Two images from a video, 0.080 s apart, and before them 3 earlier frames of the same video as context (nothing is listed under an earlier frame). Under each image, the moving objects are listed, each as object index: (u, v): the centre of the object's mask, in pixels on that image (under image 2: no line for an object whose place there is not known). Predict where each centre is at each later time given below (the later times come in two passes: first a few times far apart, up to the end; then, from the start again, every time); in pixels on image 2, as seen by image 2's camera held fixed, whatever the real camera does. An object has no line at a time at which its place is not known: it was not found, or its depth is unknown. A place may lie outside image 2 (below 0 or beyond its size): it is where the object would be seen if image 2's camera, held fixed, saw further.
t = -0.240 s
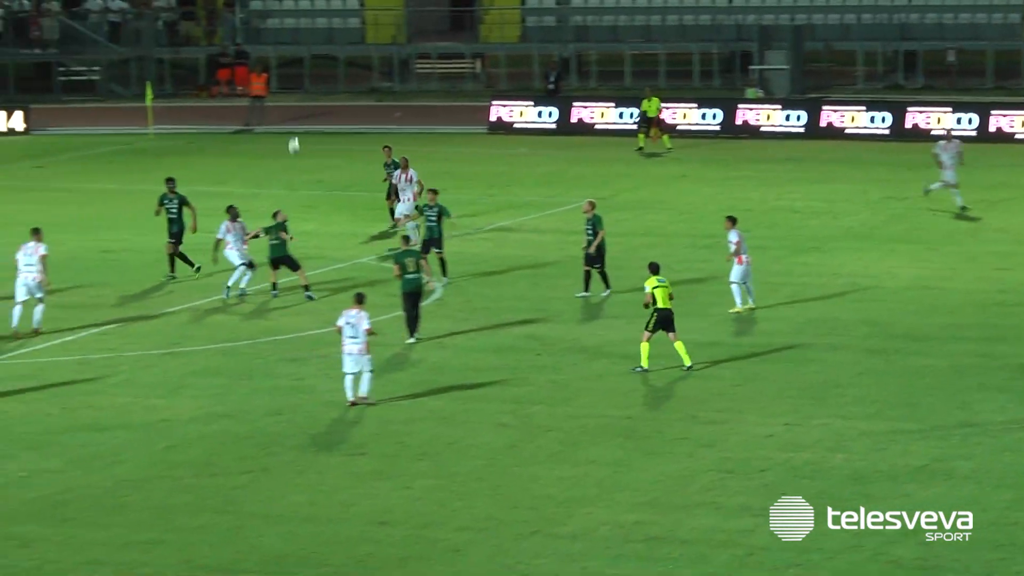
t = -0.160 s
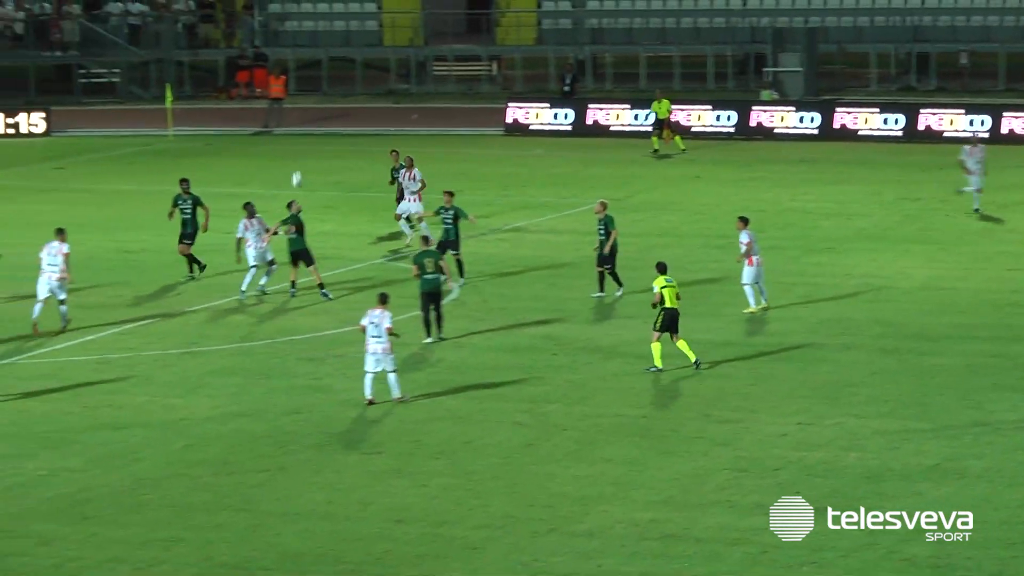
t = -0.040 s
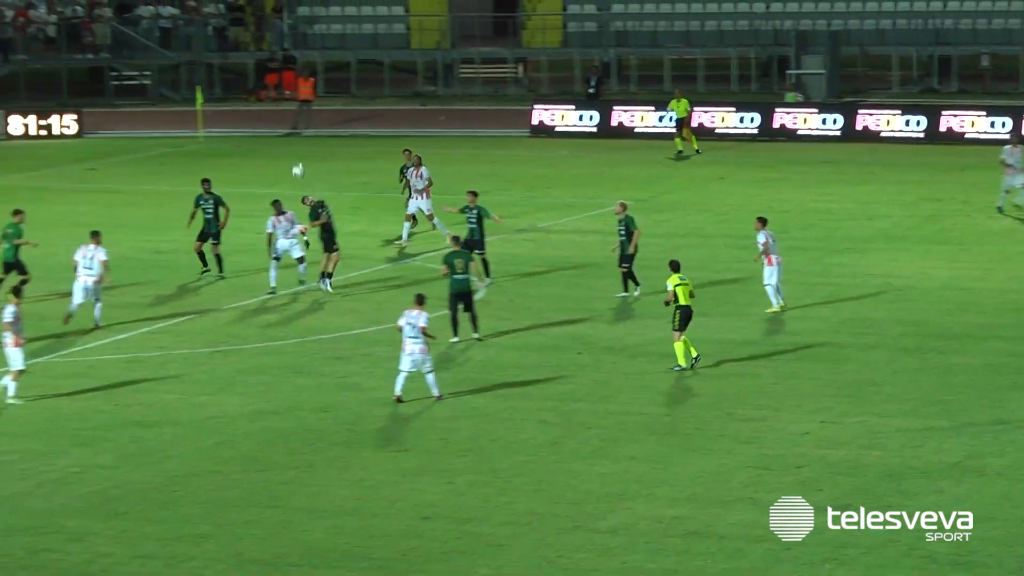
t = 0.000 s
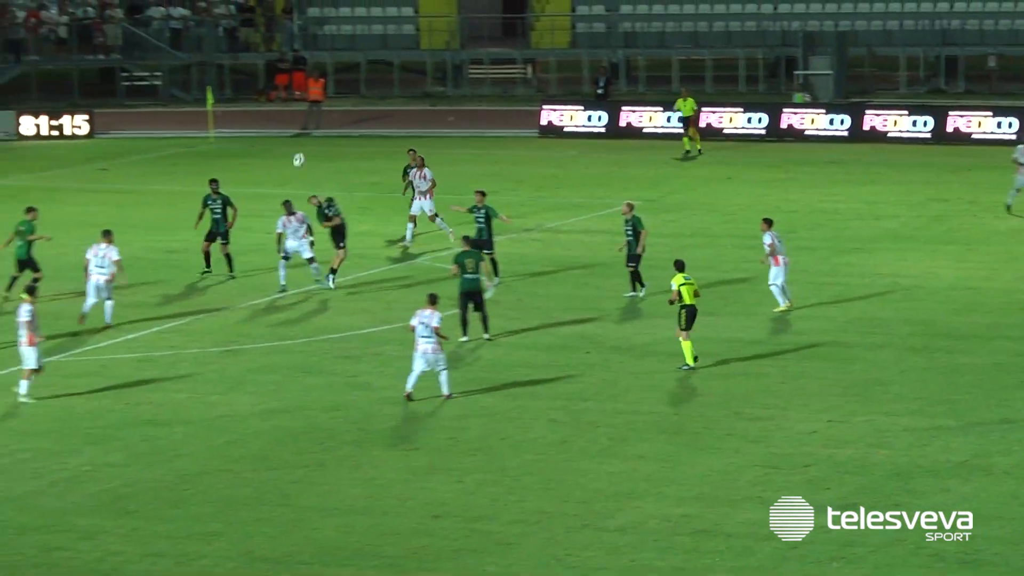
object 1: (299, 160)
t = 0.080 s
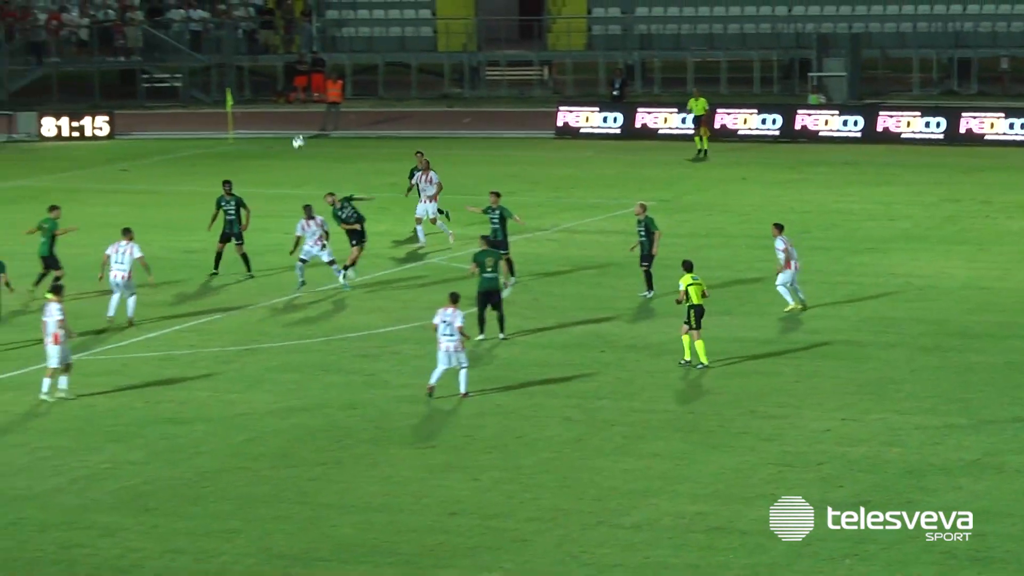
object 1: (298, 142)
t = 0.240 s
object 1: (260, 116)
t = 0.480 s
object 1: (205, 107)
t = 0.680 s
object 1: (158, 124)
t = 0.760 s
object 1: (138, 137)
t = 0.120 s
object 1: (288, 134)
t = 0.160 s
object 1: (279, 127)
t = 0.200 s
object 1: (270, 122)
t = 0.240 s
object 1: (260, 116)
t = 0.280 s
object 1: (251, 112)
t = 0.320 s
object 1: (242, 110)
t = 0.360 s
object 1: (232, 107)
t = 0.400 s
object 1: (223, 106)
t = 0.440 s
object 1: (214, 106)
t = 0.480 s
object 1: (205, 107)
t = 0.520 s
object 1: (196, 109)
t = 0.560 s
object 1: (186, 111)
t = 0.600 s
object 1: (177, 115)
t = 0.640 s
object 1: (168, 119)
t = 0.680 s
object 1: (158, 124)
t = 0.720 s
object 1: (149, 130)
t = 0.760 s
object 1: (138, 137)
